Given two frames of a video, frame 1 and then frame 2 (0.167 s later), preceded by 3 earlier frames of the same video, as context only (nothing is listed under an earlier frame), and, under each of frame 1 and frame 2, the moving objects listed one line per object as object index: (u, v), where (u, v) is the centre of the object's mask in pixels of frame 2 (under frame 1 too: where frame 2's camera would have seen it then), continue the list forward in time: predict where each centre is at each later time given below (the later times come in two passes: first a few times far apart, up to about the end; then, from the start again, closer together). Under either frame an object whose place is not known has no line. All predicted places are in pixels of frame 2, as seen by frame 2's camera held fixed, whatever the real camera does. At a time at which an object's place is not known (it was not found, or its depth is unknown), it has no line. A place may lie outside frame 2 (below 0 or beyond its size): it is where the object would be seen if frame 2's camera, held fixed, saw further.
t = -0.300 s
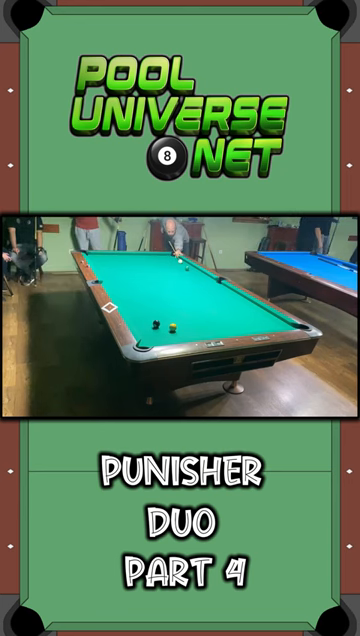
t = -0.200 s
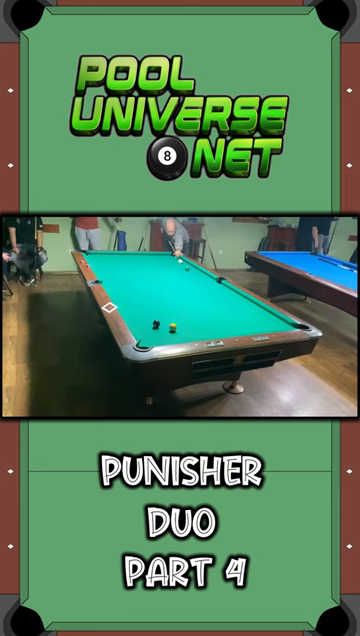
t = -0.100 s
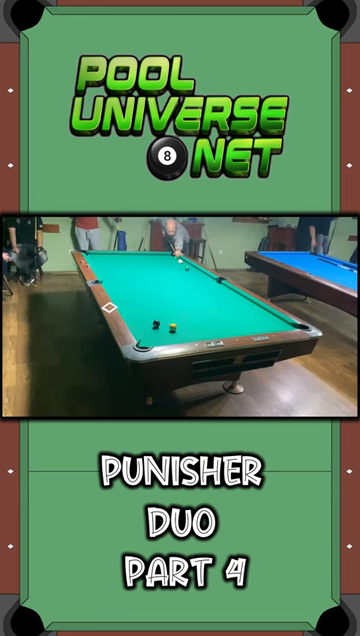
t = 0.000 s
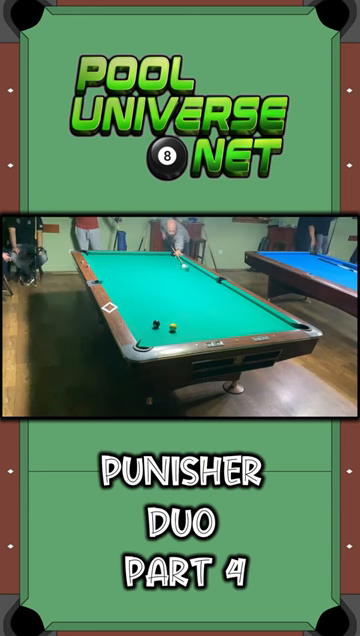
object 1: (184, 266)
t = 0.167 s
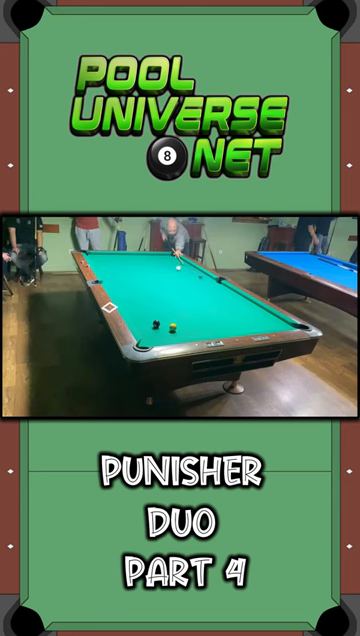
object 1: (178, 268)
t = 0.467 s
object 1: (169, 272)
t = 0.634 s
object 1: (162, 274)
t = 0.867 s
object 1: (154, 276)
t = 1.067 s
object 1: (146, 279)
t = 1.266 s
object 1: (137, 282)
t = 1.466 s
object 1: (128, 286)
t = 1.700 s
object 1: (117, 289)
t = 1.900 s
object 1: (115, 291)
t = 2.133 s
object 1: (124, 293)
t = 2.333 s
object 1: (131, 294)
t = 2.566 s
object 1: (138, 295)
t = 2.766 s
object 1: (143, 296)
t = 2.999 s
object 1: (150, 297)
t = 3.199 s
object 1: (155, 298)
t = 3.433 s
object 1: (161, 298)
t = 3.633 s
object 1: (165, 299)
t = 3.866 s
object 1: (169, 299)
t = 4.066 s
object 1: (172, 300)
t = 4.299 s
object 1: (176, 300)
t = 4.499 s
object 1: (178, 301)
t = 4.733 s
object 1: (180, 301)
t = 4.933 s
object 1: (182, 301)
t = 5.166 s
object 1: (183, 301)
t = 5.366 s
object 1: (183, 301)
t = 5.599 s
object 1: (183, 301)
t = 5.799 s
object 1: (183, 301)
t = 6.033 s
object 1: (183, 301)
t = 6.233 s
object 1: (183, 301)
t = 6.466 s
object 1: (183, 301)
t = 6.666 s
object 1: (183, 301)
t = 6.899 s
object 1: (183, 301)
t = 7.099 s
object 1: (183, 301)
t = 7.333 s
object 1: (184, 302)
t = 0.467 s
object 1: (169, 272)
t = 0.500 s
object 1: (167, 272)
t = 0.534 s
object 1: (166, 273)
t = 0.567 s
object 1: (165, 273)
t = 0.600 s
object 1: (164, 273)
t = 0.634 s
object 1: (162, 274)
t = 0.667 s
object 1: (162, 274)
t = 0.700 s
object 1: (160, 274)
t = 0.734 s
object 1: (159, 274)
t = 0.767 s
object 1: (157, 275)
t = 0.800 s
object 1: (156, 276)
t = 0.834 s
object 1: (155, 276)
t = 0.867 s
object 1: (154, 276)
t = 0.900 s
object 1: (153, 276)
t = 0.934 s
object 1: (151, 277)
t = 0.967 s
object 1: (150, 278)
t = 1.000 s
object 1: (149, 278)
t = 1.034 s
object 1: (147, 279)
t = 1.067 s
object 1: (146, 279)
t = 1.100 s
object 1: (145, 279)
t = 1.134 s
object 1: (143, 280)
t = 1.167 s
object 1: (142, 281)
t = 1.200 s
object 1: (140, 281)
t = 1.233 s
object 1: (138, 282)
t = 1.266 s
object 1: (137, 282)
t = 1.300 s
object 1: (135, 283)
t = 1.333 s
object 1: (134, 283)
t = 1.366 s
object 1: (132, 284)
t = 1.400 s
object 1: (131, 284)
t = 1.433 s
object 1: (130, 285)
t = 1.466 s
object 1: (128, 286)
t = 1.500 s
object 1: (126, 286)
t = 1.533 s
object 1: (125, 286)
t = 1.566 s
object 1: (123, 287)
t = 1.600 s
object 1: (122, 288)
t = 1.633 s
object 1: (120, 288)
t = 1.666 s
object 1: (119, 289)
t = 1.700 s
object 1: (117, 289)
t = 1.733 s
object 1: (116, 290)
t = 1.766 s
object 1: (115, 290)
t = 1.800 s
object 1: (113, 290)
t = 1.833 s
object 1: (114, 291)
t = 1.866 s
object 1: (115, 291)
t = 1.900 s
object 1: (115, 291)
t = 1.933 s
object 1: (116, 291)
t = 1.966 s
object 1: (119, 292)
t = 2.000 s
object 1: (120, 292)
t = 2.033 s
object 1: (121, 292)
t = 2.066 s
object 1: (122, 293)
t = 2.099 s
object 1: (123, 293)
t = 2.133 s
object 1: (124, 293)
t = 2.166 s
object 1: (125, 293)
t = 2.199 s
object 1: (126, 293)
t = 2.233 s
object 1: (128, 293)
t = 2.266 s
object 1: (128, 293)
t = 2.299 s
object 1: (129, 293)
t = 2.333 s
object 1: (131, 294)
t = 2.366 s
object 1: (131, 294)
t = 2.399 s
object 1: (134, 294)
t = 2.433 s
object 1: (134, 294)
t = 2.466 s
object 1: (135, 295)
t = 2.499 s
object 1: (136, 295)
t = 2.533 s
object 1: (137, 295)
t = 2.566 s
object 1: (138, 295)
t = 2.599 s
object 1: (139, 295)
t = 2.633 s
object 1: (140, 295)
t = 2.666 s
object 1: (140, 295)
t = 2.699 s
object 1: (142, 296)
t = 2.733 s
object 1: (143, 296)
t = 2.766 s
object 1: (143, 296)
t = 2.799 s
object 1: (144, 296)
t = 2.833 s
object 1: (145, 296)
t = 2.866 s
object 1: (147, 296)
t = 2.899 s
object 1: (147, 296)
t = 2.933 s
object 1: (149, 297)
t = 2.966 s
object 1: (149, 297)
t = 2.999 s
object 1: (150, 297)
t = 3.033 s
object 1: (151, 297)
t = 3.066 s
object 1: (152, 297)
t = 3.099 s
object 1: (153, 297)
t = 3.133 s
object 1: (153, 297)
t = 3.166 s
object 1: (154, 297)
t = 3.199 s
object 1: (155, 298)
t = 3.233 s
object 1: (155, 298)
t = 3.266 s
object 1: (157, 298)
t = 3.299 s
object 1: (157, 298)
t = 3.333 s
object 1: (158, 298)
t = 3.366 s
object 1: (159, 298)
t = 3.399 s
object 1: (160, 298)
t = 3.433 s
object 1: (161, 298)
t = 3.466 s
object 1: (161, 298)
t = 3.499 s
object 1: (162, 299)
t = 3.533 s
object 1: (163, 299)
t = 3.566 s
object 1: (163, 299)
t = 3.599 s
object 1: (164, 299)
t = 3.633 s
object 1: (165, 299)
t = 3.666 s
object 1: (165, 299)
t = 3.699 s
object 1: (166, 299)
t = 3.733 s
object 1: (167, 299)
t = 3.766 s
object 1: (167, 299)
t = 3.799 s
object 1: (168, 299)
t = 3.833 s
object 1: (169, 300)
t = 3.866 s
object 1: (169, 299)
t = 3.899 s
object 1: (170, 300)
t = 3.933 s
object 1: (170, 300)
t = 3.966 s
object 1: (171, 300)
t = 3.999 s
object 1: (171, 300)
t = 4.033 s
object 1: (172, 300)
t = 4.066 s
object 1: (172, 300)
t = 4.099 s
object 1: (173, 300)
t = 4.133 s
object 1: (173, 300)
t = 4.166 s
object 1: (174, 300)
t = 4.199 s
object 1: (175, 300)
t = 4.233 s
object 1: (175, 300)
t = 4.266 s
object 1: (175, 300)
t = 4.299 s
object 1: (176, 300)
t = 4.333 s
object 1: (176, 300)
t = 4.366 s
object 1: (177, 300)
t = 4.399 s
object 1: (177, 301)
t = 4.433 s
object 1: (178, 301)
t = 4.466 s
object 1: (178, 301)
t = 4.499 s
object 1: (178, 301)
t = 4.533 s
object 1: (179, 301)
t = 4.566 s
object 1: (179, 301)
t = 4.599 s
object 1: (179, 301)
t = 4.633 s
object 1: (180, 301)
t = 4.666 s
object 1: (180, 301)
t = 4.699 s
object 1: (180, 301)
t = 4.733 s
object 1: (180, 301)
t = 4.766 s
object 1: (180, 301)
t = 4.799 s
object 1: (181, 301)
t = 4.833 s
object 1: (181, 301)
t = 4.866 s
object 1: (181, 301)
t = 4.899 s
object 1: (182, 301)
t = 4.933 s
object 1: (182, 301)
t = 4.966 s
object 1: (182, 301)
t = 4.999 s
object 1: (182, 301)
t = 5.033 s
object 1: (182, 300)
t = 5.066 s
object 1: (183, 301)
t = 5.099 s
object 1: (183, 301)
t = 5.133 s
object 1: (182, 301)
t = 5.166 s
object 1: (183, 301)
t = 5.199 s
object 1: (183, 301)
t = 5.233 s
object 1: (183, 301)
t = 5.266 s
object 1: (183, 301)
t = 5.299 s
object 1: (183, 301)
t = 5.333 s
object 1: (183, 301)
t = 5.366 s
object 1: (183, 301)
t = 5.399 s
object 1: (183, 301)
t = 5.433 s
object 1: (183, 301)
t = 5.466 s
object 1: (183, 301)
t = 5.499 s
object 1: (183, 301)
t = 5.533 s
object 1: (183, 301)
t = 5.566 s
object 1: (183, 301)
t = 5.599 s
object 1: (183, 301)
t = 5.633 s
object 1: (183, 301)
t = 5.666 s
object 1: (183, 301)
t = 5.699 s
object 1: (183, 301)
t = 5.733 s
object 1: (183, 301)
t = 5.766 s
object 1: (183, 301)
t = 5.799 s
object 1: (183, 301)
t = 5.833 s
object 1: (184, 301)
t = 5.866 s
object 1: (184, 301)
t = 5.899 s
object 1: (183, 301)
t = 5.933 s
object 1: (184, 301)
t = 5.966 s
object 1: (183, 301)
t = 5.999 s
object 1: (183, 301)
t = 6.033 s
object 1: (183, 301)
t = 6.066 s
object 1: (183, 301)
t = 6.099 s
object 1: (183, 301)
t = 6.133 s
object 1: (184, 301)
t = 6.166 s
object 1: (183, 301)
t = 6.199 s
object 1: (184, 301)
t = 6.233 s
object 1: (183, 301)
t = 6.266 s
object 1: (183, 301)
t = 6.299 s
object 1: (183, 301)
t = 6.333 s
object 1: (183, 301)
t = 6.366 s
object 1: (183, 301)
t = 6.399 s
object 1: (183, 301)
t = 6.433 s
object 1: (184, 301)
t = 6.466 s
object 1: (183, 301)
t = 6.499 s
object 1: (183, 301)
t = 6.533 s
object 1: (183, 301)
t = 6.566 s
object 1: (183, 301)
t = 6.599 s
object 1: (183, 301)
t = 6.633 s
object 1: (183, 301)
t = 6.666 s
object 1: (183, 301)
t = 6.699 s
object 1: (183, 301)
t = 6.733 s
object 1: (183, 301)
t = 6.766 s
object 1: (183, 301)
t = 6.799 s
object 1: (183, 301)
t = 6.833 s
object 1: (183, 301)
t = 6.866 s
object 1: (183, 301)
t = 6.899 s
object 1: (183, 301)
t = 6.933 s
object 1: (183, 301)
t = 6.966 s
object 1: (183, 301)
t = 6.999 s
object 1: (183, 301)
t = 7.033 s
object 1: (183, 301)
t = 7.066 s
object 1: (183, 301)
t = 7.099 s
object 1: (183, 301)
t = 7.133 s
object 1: (183, 301)
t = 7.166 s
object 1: (183, 301)
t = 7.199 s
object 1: (183, 301)
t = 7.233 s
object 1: (183, 301)
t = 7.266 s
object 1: (183, 301)
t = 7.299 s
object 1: (183, 301)
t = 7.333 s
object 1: (184, 302)
